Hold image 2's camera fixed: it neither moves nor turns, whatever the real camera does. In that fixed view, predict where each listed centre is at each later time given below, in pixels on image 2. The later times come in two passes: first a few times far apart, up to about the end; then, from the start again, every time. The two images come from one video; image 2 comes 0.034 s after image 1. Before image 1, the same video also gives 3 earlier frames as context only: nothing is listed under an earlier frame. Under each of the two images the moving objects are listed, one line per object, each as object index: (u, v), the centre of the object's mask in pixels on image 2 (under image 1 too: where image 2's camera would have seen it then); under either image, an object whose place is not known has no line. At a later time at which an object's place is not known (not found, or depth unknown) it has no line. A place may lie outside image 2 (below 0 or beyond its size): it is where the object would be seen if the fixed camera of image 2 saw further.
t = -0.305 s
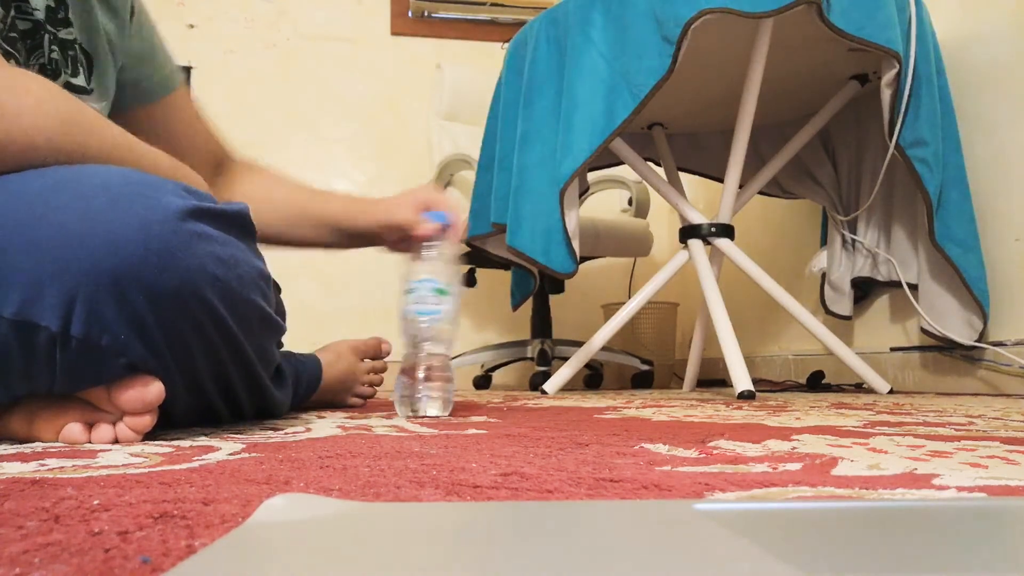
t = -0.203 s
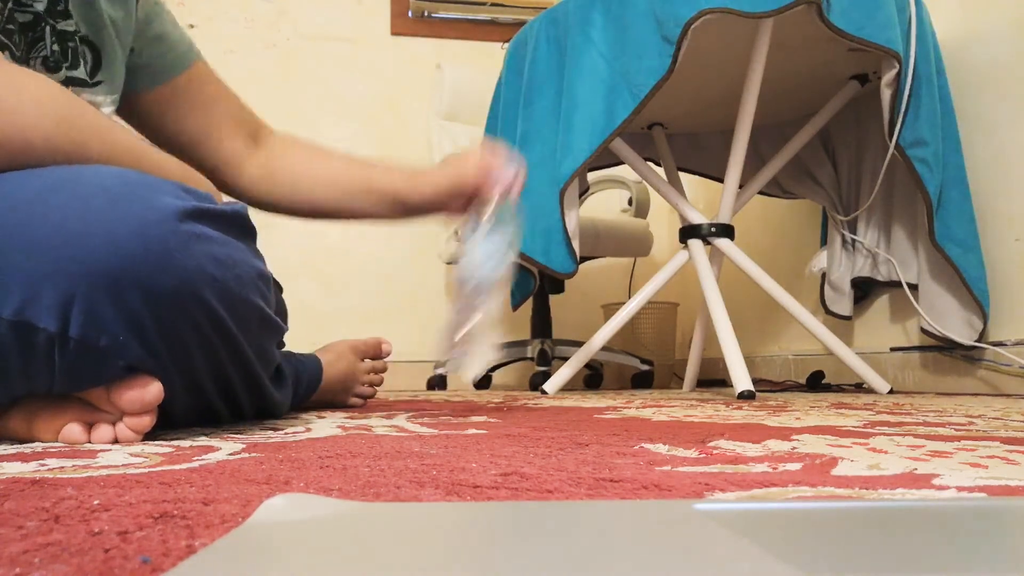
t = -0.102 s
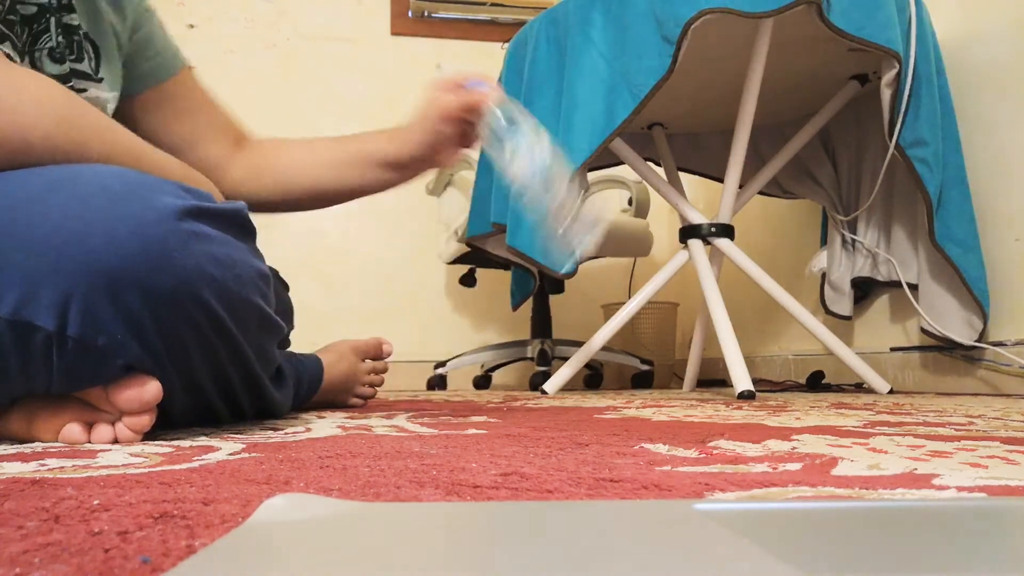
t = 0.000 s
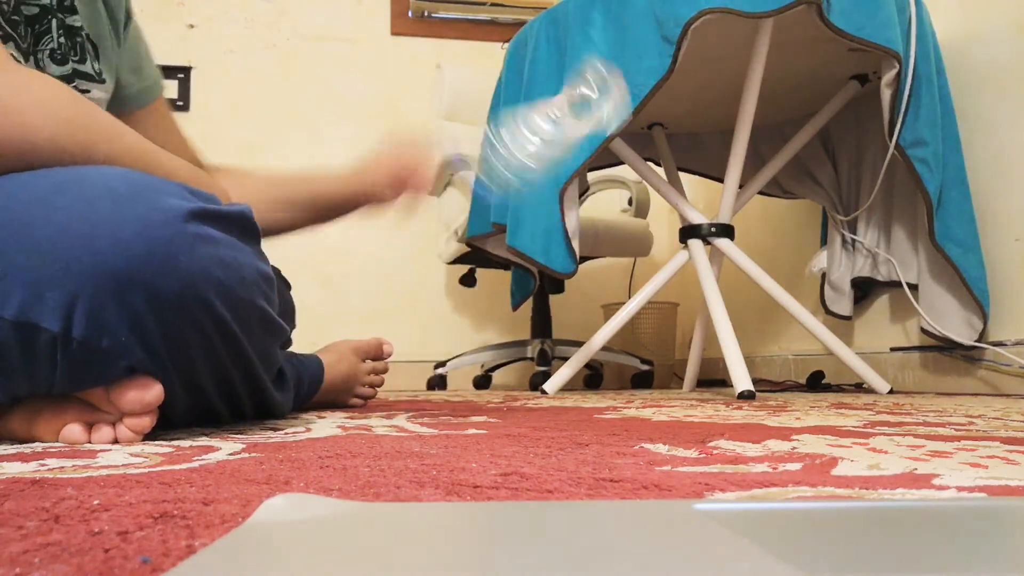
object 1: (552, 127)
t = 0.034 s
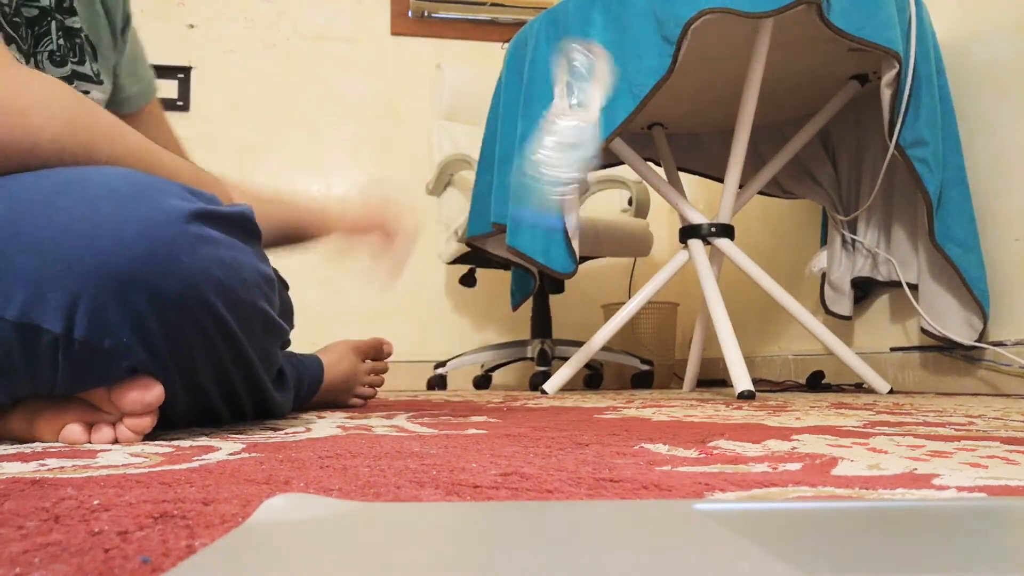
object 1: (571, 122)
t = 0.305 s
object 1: (564, 306)
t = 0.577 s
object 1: (595, 386)
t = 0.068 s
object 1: (583, 129)
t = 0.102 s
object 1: (591, 122)
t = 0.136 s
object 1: (592, 128)
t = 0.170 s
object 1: (586, 141)
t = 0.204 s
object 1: (578, 167)
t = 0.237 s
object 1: (575, 204)
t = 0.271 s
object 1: (570, 250)
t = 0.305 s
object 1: (564, 306)
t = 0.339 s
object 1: (563, 335)
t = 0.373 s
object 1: (577, 341)
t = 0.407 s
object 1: (584, 355)
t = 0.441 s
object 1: (592, 374)
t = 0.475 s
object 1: (591, 385)
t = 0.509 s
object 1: (594, 385)
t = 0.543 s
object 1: (595, 386)
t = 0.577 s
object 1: (595, 386)
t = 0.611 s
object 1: (594, 386)
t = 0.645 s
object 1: (594, 386)
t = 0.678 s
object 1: (595, 386)
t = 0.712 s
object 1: (596, 386)
